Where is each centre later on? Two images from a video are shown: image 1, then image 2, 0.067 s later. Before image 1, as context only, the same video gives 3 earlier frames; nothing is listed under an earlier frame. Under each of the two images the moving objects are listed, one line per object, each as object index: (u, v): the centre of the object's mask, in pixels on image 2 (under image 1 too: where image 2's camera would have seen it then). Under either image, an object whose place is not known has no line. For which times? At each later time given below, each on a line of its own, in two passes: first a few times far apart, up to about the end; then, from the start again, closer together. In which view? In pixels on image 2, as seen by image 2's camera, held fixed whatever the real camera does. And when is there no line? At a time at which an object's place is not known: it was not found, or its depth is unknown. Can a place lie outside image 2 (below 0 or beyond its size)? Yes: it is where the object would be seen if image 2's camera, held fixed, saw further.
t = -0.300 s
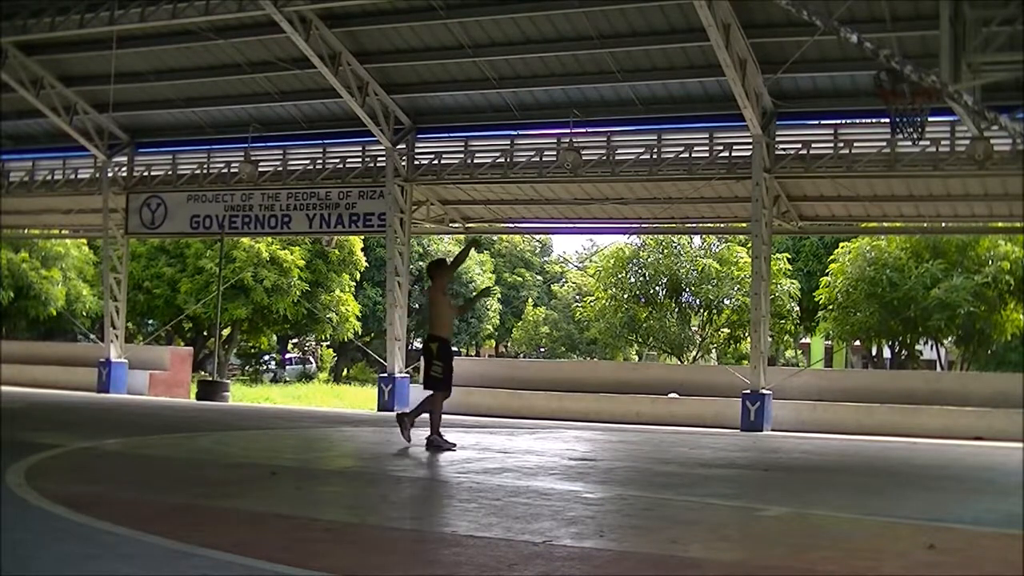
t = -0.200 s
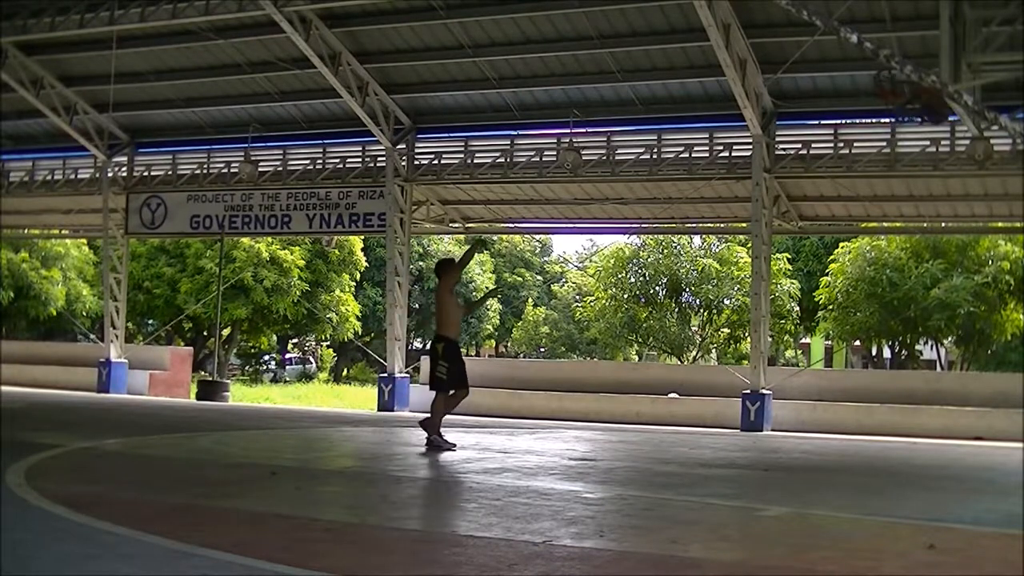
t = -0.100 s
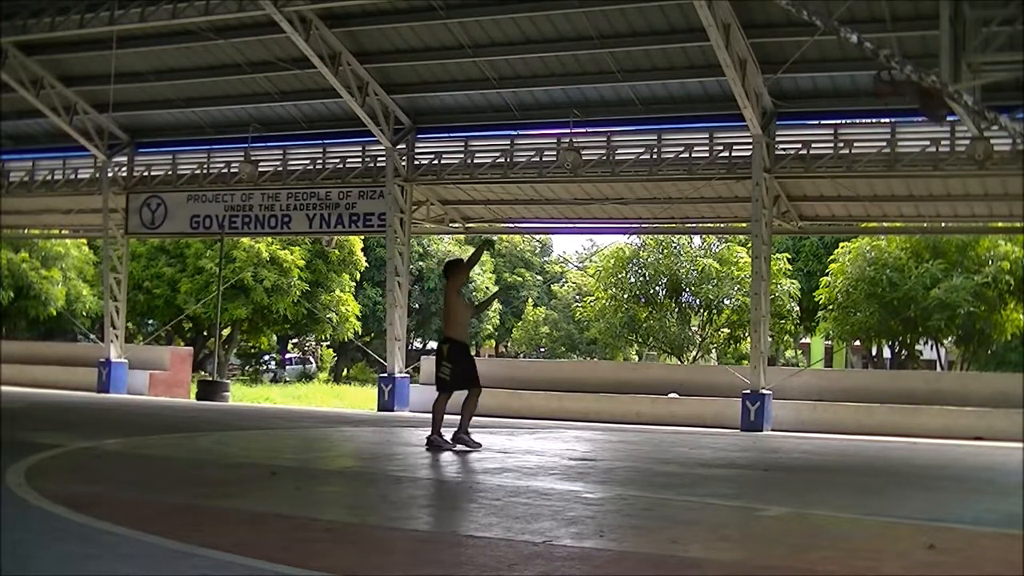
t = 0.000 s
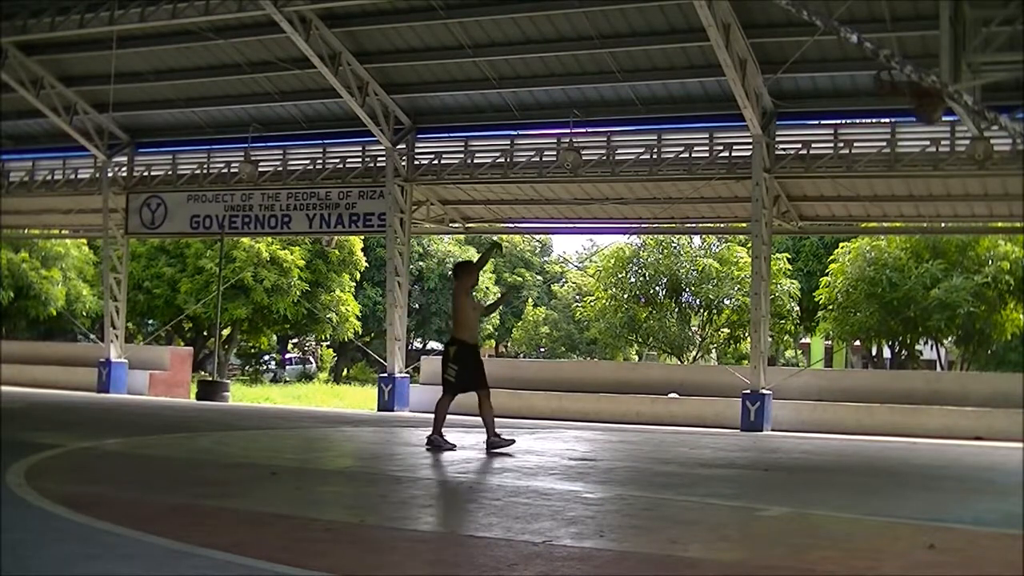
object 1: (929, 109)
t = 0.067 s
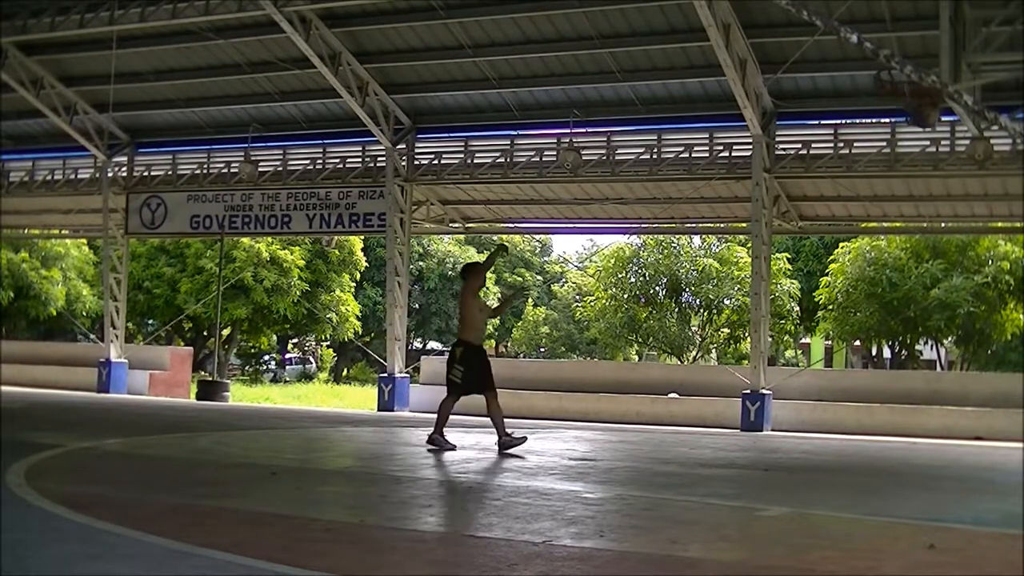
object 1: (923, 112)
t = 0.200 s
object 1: (911, 122)
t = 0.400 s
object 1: (889, 159)
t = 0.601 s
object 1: (865, 249)
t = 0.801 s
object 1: (839, 393)
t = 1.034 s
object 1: (816, 369)
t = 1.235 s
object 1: (799, 282)
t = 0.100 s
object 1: (921, 117)
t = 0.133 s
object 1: (918, 119)
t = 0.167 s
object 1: (915, 120)
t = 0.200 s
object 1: (911, 122)
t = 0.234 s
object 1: (909, 124)
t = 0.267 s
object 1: (904, 128)
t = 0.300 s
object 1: (899, 138)
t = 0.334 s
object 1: (897, 142)
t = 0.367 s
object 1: (893, 150)
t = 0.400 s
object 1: (889, 159)
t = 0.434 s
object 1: (885, 170)
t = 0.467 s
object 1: (881, 184)
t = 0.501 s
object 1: (877, 198)
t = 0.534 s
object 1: (874, 213)
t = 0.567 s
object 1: (870, 230)
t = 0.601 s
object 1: (865, 249)
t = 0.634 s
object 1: (861, 269)
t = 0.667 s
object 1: (856, 291)
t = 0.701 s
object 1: (851, 314)
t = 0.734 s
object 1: (849, 340)
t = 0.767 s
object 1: (844, 364)
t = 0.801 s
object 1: (839, 393)
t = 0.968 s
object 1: (822, 409)
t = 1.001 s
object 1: (819, 388)
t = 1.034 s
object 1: (816, 369)
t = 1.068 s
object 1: (813, 351)
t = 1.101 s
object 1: (810, 336)
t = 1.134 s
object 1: (807, 319)
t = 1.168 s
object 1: (805, 306)
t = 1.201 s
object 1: (801, 293)
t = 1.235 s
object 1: (799, 282)
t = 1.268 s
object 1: (795, 272)
